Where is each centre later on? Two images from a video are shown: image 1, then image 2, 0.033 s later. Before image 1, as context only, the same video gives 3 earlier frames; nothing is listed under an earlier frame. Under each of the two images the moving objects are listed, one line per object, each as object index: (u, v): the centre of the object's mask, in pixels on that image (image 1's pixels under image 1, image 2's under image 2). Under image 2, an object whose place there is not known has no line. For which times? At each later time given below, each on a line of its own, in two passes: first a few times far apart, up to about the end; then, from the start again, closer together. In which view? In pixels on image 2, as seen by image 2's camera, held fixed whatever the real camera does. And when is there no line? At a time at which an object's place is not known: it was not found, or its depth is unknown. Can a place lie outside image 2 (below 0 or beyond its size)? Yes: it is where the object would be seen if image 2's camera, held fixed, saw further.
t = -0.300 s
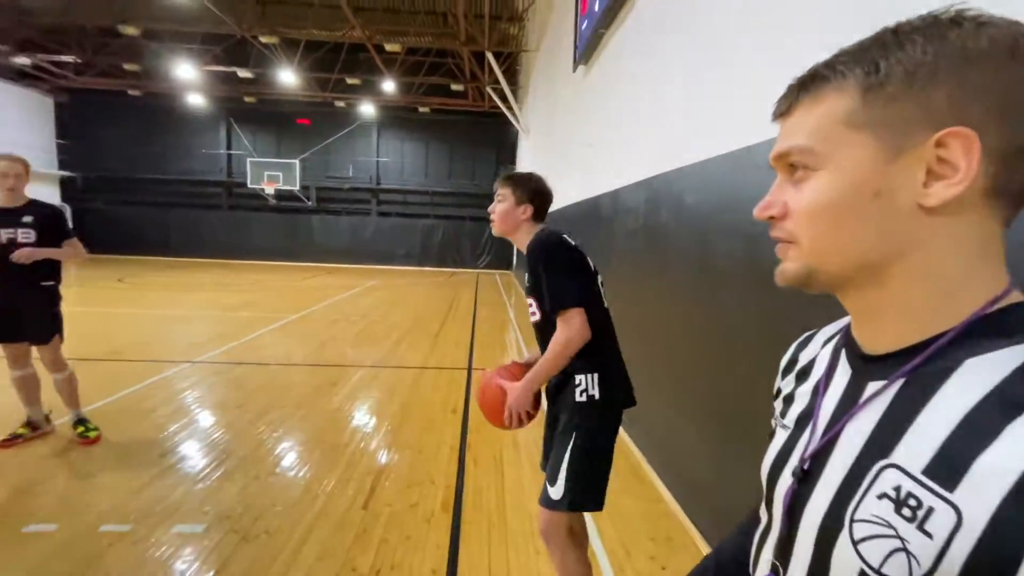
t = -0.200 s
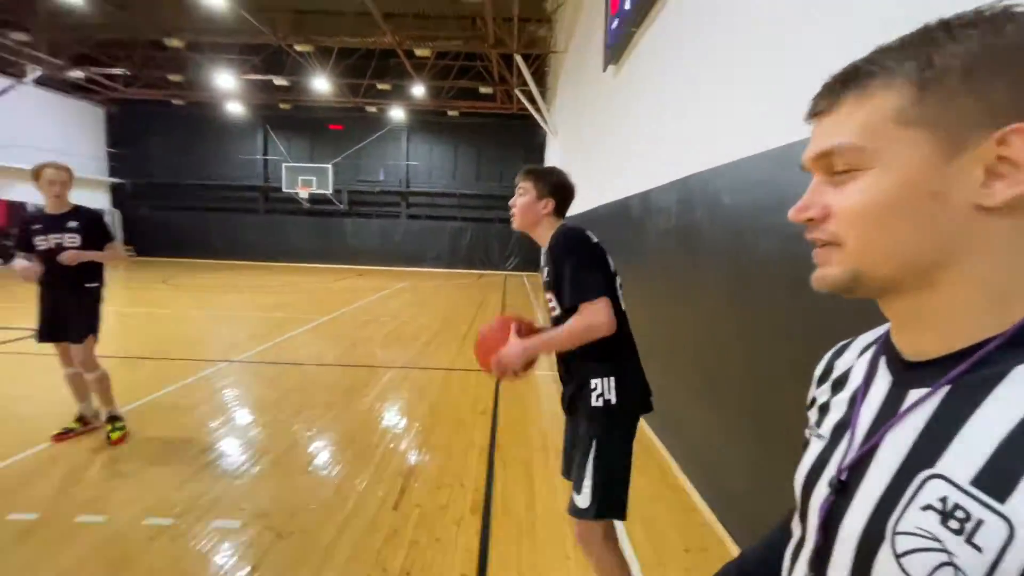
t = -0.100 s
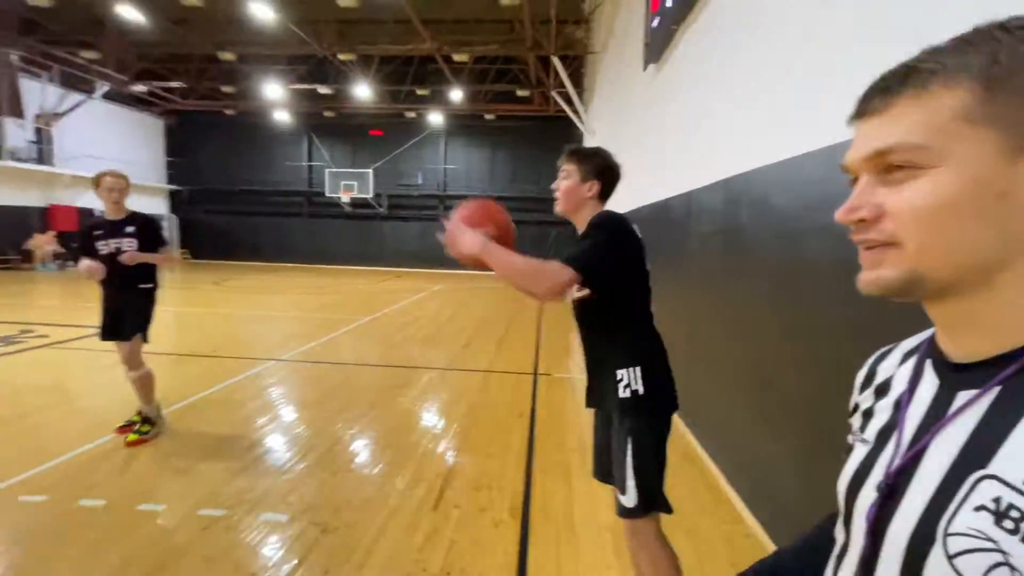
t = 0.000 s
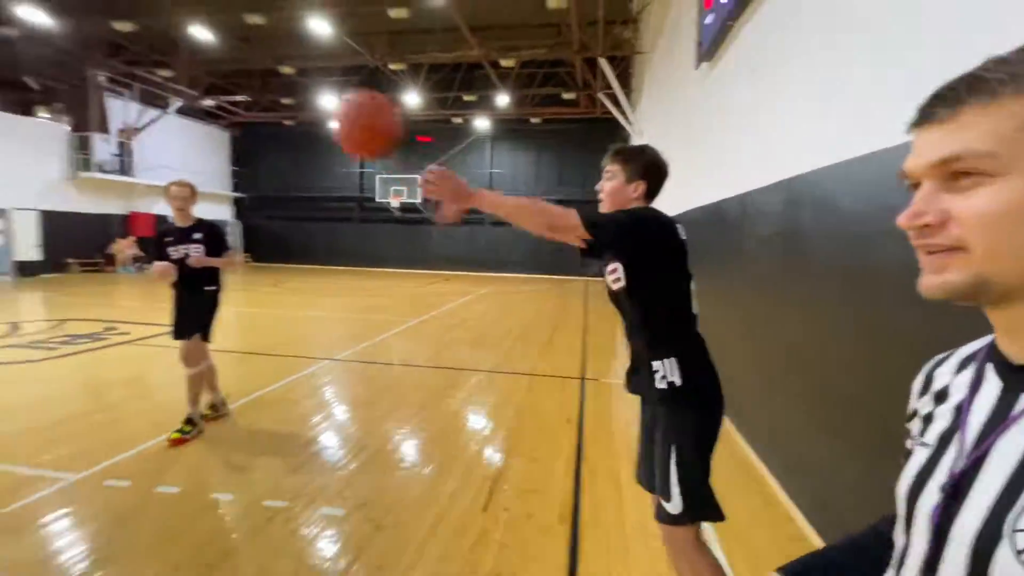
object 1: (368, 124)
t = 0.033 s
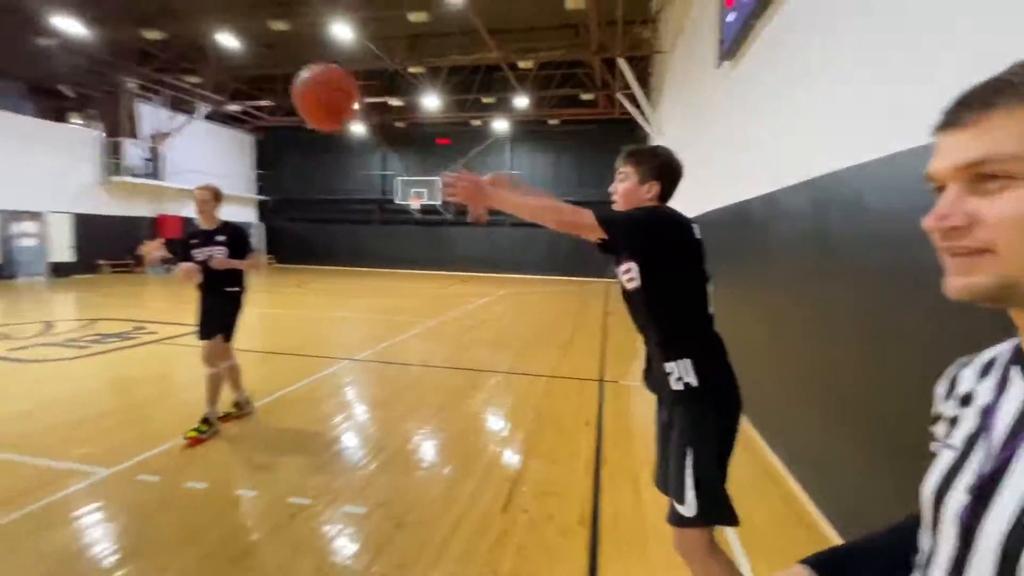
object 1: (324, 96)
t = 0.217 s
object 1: (73, 11)
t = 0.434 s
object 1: (-104, 27)
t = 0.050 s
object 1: (298, 84)
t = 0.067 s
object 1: (272, 73)
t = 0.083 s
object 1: (245, 61)
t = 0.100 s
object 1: (220, 52)
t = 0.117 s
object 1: (195, 43)
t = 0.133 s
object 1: (173, 36)
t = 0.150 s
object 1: (151, 29)
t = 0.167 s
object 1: (129, 23)
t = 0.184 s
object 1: (111, 18)
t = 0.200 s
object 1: (92, 15)
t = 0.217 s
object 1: (73, 11)
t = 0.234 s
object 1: (54, 6)
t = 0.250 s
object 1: (39, 6)
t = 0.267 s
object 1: (22, 5)
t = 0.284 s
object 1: (6, 4)
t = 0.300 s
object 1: (-7, 5)
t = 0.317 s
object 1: (-23, 5)
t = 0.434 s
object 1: (-104, 27)
